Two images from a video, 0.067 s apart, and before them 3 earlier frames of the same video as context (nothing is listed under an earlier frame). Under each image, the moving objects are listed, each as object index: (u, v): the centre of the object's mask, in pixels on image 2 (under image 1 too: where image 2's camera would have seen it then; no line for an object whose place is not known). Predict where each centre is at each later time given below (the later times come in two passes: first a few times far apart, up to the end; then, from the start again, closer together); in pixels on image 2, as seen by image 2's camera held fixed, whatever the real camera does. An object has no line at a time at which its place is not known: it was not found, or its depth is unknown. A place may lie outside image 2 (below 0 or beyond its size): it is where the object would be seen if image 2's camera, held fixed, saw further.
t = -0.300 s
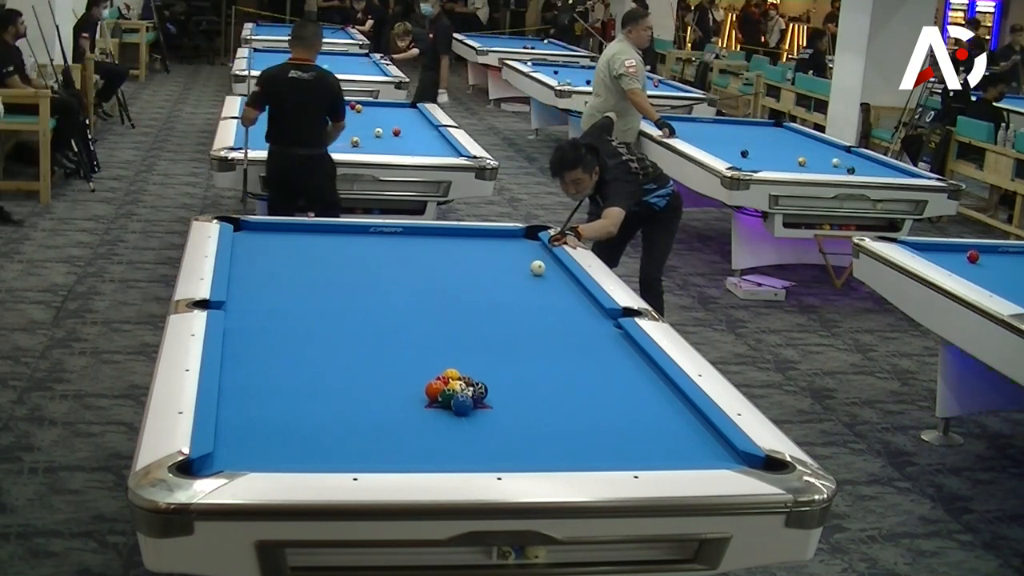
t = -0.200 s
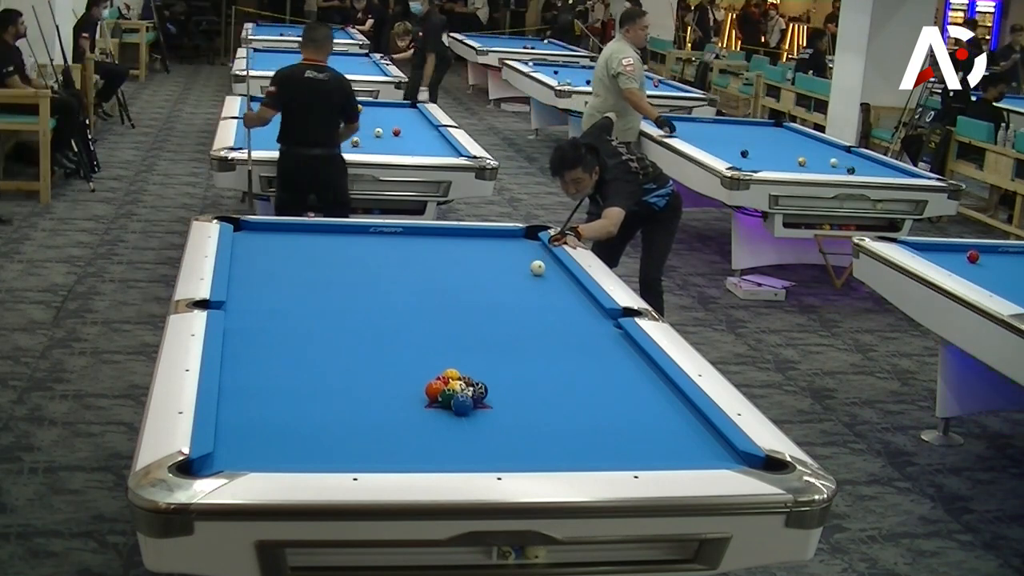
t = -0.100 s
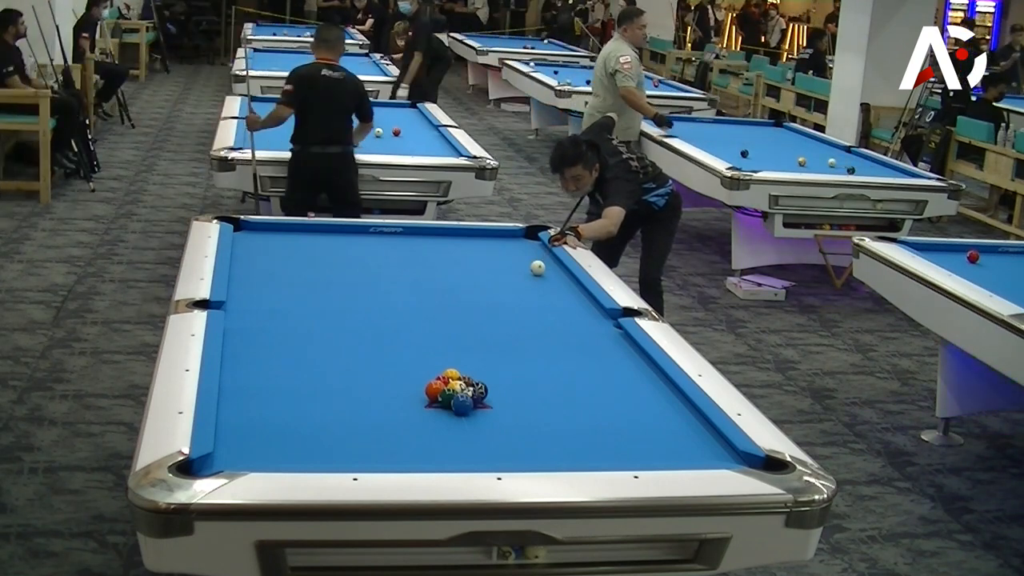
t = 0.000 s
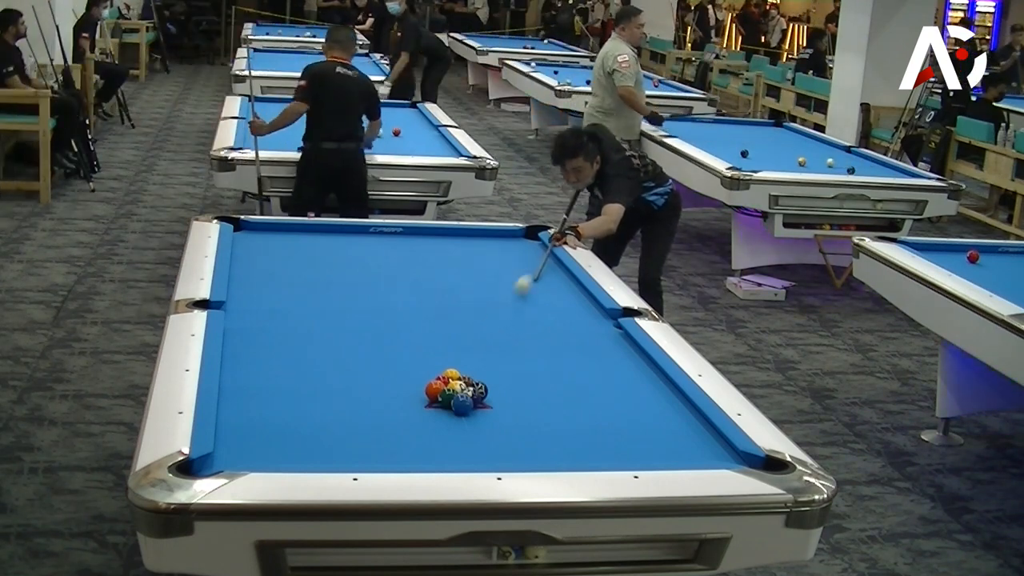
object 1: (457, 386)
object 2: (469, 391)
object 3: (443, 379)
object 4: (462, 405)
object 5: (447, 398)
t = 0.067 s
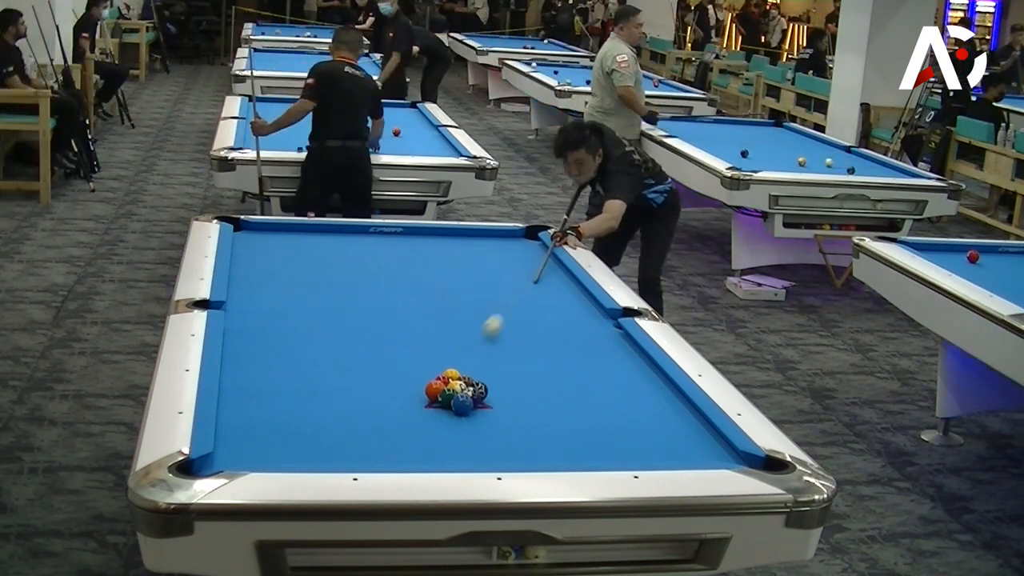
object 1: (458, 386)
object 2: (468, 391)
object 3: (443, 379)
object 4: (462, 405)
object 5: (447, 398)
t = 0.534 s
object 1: (465, 395)
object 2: (573, 404)
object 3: (265, 370)
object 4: (582, 459)
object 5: (444, 427)
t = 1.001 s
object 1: (471, 397)
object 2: (631, 351)
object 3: (301, 356)
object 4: (620, 443)
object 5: (438, 457)
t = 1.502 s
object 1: (472, 397)
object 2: (564, 320)
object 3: (380, 344)
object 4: (652, 423)
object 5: (423, 452)
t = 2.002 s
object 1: (472, 397)
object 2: (508, 294)
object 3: (447, 333)
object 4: (679, 407)
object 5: (410, 437)
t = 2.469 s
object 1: (472, 397)
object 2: (465, 274)
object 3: (500, 324)
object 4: (665, 398)
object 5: (400, 427)
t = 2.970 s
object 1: (472, 397)
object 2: (425, 256)
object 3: (549, 316)
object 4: (645, 391)
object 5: (392, 419)
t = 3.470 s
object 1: (472, 397)
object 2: (392, 241)
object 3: (589, 309)
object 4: (632, 386)
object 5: (389, 414)
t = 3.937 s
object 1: (473, 397)
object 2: (366, 230)
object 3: (579, 305)
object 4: (626, 384)
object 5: (390, 413)
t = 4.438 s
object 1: (473, 397)
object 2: (358, 235)
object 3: (562, 302)
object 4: (625, 383)
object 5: (390, 413)
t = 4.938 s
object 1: (472, 397)
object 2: (350, 238)
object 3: (550, 300)
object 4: (625, 383)
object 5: (390, 413)
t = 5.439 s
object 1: (472, 397)
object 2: (344, 242)
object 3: (544, 300)
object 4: (625, 383)
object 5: (390, 413)
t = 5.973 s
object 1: (473, 397)
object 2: (340, 244)
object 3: (543, 300)
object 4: (625, 383)
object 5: (390, 413)
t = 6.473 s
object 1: (473, 397)
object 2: (338, 245)
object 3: (543, 300)
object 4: (625, 383)
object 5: (390, 413)
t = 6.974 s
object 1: (472, 397)
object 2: (339, 245)
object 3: (544, 299)
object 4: (625, 383)
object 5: (390, 413)
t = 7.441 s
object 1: (473, 397)
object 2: (339, 245)
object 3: (544, 300)
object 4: (625, 383)
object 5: (390, 413)
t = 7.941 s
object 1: (473, 397)
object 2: (339, 245)
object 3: (544, 300)
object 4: (625, 383)
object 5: (390, 413)
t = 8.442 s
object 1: (473, 397)
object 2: (339, 245)
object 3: (544, 299)
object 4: (625, 383)
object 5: (390, 413)
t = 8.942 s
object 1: (473, 397)
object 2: (339, 245)
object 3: (544, 299)
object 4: (625, 383)
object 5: (390, 413)
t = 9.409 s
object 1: (473, 397)
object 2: (339, 245)
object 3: (544, 300)
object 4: (625, 383)
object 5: (390, 413)
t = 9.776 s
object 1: (473, 397)
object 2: (339, 245)
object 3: (544, 299)
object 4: (625, 383)
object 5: (390, 413)
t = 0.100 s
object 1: (458, 386)
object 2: (469, 391)
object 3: (443, 379)
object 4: (462, 405)
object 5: (446, 398)
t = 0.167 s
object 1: (459, 390)
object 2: (481, 402)
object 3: (422, 384)
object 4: (483, 419)
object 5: (449, 402)
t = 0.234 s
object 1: (460, 391)
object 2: (507, 416)
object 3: (387, 381)
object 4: (521, 446)
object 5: (448, 407)
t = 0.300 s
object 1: (461, 392)
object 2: (530, 427)
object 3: (356, 378)
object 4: (556, 458)
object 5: (445, 412)
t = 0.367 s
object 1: (462, 393)
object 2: (548, 432)
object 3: (328, 376)
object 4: (556, 447)
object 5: (444, 416)
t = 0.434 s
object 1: (463, 394)
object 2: (560, 423)
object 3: (303, 374)
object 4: (567, 453)
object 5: (445, 420)
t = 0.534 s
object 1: (465, 395)
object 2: (573, 404)
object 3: (265, 370)
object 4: (582, 459)
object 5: (444, 427)
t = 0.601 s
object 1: (467, 395)
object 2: (582, 394)
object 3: (241, 368)
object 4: (587, 457)
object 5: (443, 432)
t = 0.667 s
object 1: (468, 396)
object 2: (590, 384)
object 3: (236, 366)
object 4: (594, 455)
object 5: (441, 438)
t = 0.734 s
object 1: (469, 396)
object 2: (599, 376)
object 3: (252, 363)
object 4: (599, 453)
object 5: (441, 441)
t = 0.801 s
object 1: (470, 396)
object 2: (608, 370)
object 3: (266, 362)
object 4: (604, 451)
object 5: (441, 446)
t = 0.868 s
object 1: (470, 396)
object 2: (616, 364)
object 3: (278, 360)
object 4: (610, 449)
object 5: (440, 451)
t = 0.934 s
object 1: (471, 396)
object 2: (624, 358)
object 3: (289, 358)
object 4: (615, 446)
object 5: (439, 454)
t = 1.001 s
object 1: (471, 397)
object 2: (631, 351)
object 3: (301, 356)
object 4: (620, 443)
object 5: (438, 457)
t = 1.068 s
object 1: (472, 397)
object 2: (624, 346)
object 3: (312, 355)
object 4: (624, 440)
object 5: (435, 459)
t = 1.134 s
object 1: (472, 397)
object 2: (613, 342)
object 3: (323, 353)
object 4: (629, 437)
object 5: (433, 459)
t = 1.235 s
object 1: (472, 397)
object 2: (599, 336)
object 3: (340, 350)
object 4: (636, 433)
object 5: (431, 457)
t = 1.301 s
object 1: (473, 397)
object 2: (590, 331)
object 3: (350, 348)
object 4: (640, 430)
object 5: (429, 455)
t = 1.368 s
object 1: (472, 397)
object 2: (581, 327)
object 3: (360, 347)
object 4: (644, 428)
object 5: (427, 454)
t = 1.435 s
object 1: (472, 397)
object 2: (573, 323)
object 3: (370, 345)
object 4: (648, 425)
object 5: (425, 453)
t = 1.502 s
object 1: (472, 397)
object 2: (564, 320)
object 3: (380, 344)
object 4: (652, 423)
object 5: (423, 452)
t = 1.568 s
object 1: (472, 397)
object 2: (557, 316)
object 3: (390, 342)
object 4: (656, 420)
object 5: (421, 450)
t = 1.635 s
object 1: (472, 397)
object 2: (549, 312)
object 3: (399, 341)
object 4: (660, 418)
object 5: (419, 447)
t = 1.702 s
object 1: (472, 397)
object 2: (541, 309)
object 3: (408, 339)
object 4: (663, 417)
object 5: (417, 444)
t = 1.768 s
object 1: (472, 397)
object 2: (533, 305)
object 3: (417, 338)
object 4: (666, 414)
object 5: (414, 442)
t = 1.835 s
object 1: (472, 397)
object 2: (526, 302)
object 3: (426, 336)
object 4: (670, 413)
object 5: (412, 441)
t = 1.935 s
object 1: (472, 397)
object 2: (515, 297)
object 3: (439, 334)
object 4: (675, 410)
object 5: (410, 439)
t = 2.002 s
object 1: (472, 397)
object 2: (508, 294)
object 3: (447, 333)
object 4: (679, 407)
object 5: (410, 437)
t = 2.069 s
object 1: (472, 397)
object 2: (502, 291)
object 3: (455, 331)
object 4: (681, 405)
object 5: (407, 435)
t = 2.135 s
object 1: (472, 397)
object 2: (495, 288)
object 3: (463, 330)
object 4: (681, 403)
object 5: (406, 433)
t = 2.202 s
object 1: (472, 397)
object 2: (489, 285)
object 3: (471, 329)
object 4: (678, 402)
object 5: (405, 431)
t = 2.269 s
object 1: (472, 397)
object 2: (482, 282)
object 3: (478, 328)
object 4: (675, 401)
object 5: (403, 429)
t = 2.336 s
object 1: (472, 397)
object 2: (476, 279)
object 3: (486, 326)
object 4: (671, 400)
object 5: (402, 428)
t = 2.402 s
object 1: (472, 397)
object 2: (470, 276)
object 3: (493, 325)
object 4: (668, 399)
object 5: (400, 426)
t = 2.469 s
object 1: (472, 397)
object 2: (465, 274)
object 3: (500, 324)
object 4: (665, 398)
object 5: (400, 427)
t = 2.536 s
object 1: (472, 397)
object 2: (459, 271)
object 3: (508, 323)
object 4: (662, 397)
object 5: (397, 428)
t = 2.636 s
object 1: (472, 397)
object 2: (451, 267)
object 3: (518, 322)
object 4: (658, 395)
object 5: (397, 425)
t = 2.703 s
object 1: (472, 397)
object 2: (446, 265)
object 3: (524, 320)
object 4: (655, 395)
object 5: (395, 424)
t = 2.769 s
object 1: (472, 397)
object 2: (440, 263)
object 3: (531, 319)
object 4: (652, 394)
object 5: (395, 423)
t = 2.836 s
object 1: (472, 397)
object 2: (435, 261)
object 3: (537, 318)
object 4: (650, 393)
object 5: (394, 421)
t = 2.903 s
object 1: (472, 397)
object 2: (430, 258)
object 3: (543, 317)
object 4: (648, 392)
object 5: (393, 420)
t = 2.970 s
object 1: (472, 397)
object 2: (425, 256)
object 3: (549, 316)
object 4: (645, 391)
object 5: (392, 419)
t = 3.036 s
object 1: (472, 397)
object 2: (421, 254)
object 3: (555, 315)
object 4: (643, 390)
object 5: (392, 418)
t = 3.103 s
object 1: (472, 397)
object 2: (416, 252)
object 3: (561, 314)
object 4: (641, 390)
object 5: (391, 417)
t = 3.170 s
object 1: (472, 397)
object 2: (411, 250)
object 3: (566, 313)
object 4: (639, 389)
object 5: (391, 416)
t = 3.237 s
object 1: (472, 397)
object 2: (407, 247)
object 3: (571, 313)
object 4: (637, 388)
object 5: (391, 416)
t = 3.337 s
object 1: (472, 397)
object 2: (401, 245)
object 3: (579, 311)
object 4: (635, 388)
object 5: (390, 415)
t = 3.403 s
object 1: (472, 397)
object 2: (396, 242)
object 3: (584, 310)
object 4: (634, 387)
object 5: (390, 414)
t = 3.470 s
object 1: (472, 397)
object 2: (392, 241)
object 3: (589, 309)
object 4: (632, 386)
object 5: (389, 414)
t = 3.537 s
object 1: (472, 397)
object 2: (388, 238)
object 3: (594, 308)
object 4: (631, 386)
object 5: (389, 414)
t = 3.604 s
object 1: (472, 397)
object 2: (384, 238)
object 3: (593, 308)
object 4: (630, 385)
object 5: (389, 414)
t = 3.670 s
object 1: (472, 397)
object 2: (380, 236)
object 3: (590, 307)
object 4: (629, 385)
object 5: (389, 413)
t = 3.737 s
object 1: (472, 397)
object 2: (376, 233)
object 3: (587, 306)
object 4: (628, 385)
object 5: (389, 413)
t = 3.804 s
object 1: (472, 397)
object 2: (372, 232)
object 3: (585, 306)
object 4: (627, 384)
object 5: (389, 413)
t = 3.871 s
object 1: (472, 397)
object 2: (369, 230)
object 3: (582, 306)
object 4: (626, 384)
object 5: (390, 413)
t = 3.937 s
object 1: (473, 397)
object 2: (366, 230)
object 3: (579, 305)
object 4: (626, 384)
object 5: (390, 413)
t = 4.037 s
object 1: (472, 397)
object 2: (364, 231)
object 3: (575, 305)
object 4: (625, 383)
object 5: (390, 413)
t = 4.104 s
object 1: (473, 397)
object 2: (363, 233)
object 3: (573, 304)
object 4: (625, 383)
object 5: (390, 413)
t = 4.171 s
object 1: (473, 397)
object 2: (362, 233)
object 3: (570, 304)
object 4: (625, 383)
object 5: (390, 413)
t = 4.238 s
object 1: (473, 397)
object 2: (361, 233)
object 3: (568, 303)
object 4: (625, 383)
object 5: (390, 413)
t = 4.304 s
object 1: (473, 397)
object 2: (360, 233)
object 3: (566, 303)
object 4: (625, 383)
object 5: (390, 413)
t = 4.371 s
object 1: (473, 397)
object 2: (359, 234)
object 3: (564, 303)
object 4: (625, 383)
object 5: (390, 413)
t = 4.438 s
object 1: (473, 397)
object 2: (358, 235)
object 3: (562, 302)
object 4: (625, 383)
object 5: (390, 413)
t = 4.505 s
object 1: (473, 397)
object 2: (357, 235)
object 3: (560, 302)
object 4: (625, 383)
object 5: (390, 413)
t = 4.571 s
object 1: (473, 397)
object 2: (356, 236)
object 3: (558, 302)
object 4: (625, 383)
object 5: (390, 413)
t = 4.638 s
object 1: (473, 397)
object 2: (354, 236)
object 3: (556, 301)
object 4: (625, 383)
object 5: (390, 413)
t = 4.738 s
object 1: (473, 397)
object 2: (353, 237)
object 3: (554, 301)
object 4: (625, 383)
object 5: (390, 413)
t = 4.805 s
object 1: (473, 397)
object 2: (352, 237)
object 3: (553, 301)
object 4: (625, 383)
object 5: (390, 413)
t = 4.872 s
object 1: (473, 397)
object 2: (351, 238)
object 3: (552, 300)
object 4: (625, 383)
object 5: (390, 413)
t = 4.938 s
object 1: (472, 397)
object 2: (350, 238)
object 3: (550, 300)
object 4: (625, 383)
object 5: (390, 413)
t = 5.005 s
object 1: (472, 397)
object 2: (349, 239)
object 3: (549, 300)
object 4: (625, 383)
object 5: (390, 413)
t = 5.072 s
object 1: (473, 397)
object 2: (348, 239)
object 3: (548, 300)
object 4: (625, 383)
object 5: (390, 413)
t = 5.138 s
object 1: (473, 397)
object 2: (348, 240)
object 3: (547, 300)
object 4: (625, 383)
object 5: (390, 413)
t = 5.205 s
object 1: (473, 397)
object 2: (347, 240)
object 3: (547, 300)
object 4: (625, 383)
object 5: (390, 413)
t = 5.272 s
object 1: (472, 397)
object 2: (346, 241)
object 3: (546, 300)
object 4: (625, 383)
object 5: (390, 413)
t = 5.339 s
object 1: (472, 397)
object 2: (345, 241)
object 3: (545, 300)
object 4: (625, 383)
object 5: (390, 413)
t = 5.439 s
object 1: (472, 397)
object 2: (344, 242)
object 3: (544, 300)
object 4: (625, 383)
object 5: (390, 413)
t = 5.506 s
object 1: (473, 397)
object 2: (344, 242)
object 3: (544, 299)
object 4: (625, 383)
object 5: (390, 413)
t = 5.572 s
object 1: (473, 397)
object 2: (343, 242)
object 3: (544, 299)
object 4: (625, 383)
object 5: (390, 413)
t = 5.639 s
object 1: (472, 397)
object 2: (343, 243)
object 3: (544, 299)
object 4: (625, 383)
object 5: (390, 413)
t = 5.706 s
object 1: (473, 397)
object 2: (342, 243)
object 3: (543, 300)
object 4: (625, 383)
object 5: (390, 413)
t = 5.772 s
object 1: (473, 397)
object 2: (342, 244)
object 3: (544, 299)
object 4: (625, 383)
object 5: (390, 413)
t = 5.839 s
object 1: (472, 397)
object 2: (341, 244)
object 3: (543, 300)
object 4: (625, 383)
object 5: (390, 413)
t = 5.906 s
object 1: (472, 397)
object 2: (341, 244)
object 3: (544, 299)
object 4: (625, 383)
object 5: (390, 413)
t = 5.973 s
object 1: (473, 397)
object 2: (340, 244)
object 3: (543, 300)
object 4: (625, 383)
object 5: (390, 413)
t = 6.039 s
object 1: (472, 397)
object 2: (340, 244)
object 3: (544, 299)
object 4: (625, 383)
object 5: (390, 413)
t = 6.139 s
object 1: (473, 397)
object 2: (339, 245)
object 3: (543, 300)
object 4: (625, 383)
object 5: (390, 413)
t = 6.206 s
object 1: (473, 397)
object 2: (339, 245)
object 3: (543, 300)
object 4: (625, 383)
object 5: (390, 413)
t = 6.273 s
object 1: (473, 397)
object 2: (339, 245)
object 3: (543, 300)
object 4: (625, 383)
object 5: (390, 413)
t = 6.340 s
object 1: (473, 397)
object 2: (339, 245)
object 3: (544, 299)
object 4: (625, 383)
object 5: (390, 413)
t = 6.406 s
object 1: (473, 397)
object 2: (339, 245)
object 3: (544, 299)
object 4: (625, 383)
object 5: (390, 413)
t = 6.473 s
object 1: (473, 397)
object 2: (338, 245)
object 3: (543, 300)
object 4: (625, 383)
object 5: (390, 413)
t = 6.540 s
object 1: (473, 397)
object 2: (338, 245)
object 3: (543, 300)
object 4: (625, 383)
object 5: (390, 413)
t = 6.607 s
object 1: (473, 397)
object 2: (338, 245)
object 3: (543, 299)
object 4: (625, 383)
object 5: (390, 413)
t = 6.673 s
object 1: (473, 397)
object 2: (339, 245)
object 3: (543, 300)
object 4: (625, 383)
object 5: (390, 413)
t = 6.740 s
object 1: (473, 397)
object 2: (339, 245)
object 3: (543, 300)
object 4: (625, 383)
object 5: (390, 413)
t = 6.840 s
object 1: (472, 397)
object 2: (339, 245)
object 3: (543, 300)
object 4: (625, 383)
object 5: (390, 413)
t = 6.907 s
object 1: (472, 397)
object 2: (339, 245)
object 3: (543, 299)
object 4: (625, 383)
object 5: (390, 413)
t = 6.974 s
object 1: (472, 397)
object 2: (339, 245)
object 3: (544, 299)
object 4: (625, 383)
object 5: (390, 413)
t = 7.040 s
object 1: (472, 397)
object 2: (339, 245)
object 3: (544, 299)
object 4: (625, 383)
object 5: (390, 413)
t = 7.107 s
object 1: (472, 397)
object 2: (339, 245)
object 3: (543, 300)
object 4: (625, 383)
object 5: (390, 413)
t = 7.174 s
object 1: (473, 397)
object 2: (339, 245)
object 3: (544, 299)
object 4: (625, 383)
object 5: (390, 413)
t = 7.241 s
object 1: (473, 397)
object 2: (339, 245)
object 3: (544, 299)
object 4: (625, 383)
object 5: (390, 413)
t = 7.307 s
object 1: (473, 397)
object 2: (339, 245)
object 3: (544, 299)
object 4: (625, 383)
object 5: (390, 413)
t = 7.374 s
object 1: (473, 397)
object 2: (339, 245)
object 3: (544, 299)
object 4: (625, 383)
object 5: (390, 413)
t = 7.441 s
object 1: (473, 397)
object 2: (339, 245)
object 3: (544, 300)
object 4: (625, 383)
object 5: (390, 413)
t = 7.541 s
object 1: (473, 397)
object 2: (339, 245)
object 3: (544, 300)
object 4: (625, 383)
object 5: (390, 413)
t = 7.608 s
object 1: (473, 397)
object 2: (339, 245)
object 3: (544, 300)
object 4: (625, 383)
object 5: (390, 413)
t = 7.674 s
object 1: (473, 397)
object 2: (339, 245)
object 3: (544, 300)
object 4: (625, 383)
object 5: (390, 413)
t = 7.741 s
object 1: (473, 397)
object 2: (339, 245)
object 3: (544, 299)
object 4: (625, 383)
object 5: (390, 413)
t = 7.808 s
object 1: (473, 397)
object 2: (339, 245)
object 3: (544, 300)
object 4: (625, 383)
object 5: (390, 413)
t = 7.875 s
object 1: (473, 397)
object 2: (339, 245)
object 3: (544, 300)
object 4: (625, 383)
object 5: (390, 413)
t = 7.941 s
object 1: (473, 397)
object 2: (339, 245)
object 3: (544, 300)
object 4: (625, 383)
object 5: (390, 413)
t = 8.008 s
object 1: (473, 397)
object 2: (339, 245)
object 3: (544, 300)
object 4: (625, 383)
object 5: (390, 413)
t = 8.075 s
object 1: (473, 397)
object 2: (339, 245)
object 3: (544, 300)
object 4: (625, 383)
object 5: (390, 413)
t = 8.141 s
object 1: (473, 397)
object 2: (339, 245)
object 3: (544, 300)
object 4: (625, 383)
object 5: (390, 413)
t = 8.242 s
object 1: (473, 397)
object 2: (339, 245)
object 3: (544, 300)
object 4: (625, 383)
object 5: (390, 413)
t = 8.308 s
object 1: (473, 397)
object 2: (339, 245)
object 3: (544, 300)
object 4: (625, 383)
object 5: (390, 413)
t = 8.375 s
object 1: (473, 397)
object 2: (339, 245)
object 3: (544, 299)
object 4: (625, 383)
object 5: (390, 413)
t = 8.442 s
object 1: (473, 397)
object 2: (339, 245)
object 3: (544, 299)
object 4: (625, 383)
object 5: (390, 413)
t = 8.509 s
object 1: (473, 397)
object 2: (339, 245)
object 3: (544, 299)
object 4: (625, 383)
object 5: (390, 413)
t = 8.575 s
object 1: (473, 397)
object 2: (339, 245)
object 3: (544, 299)
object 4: (625, 383)
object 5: (390, 413)
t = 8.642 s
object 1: (473, 397)
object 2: (339, 245)
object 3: (544, 299)
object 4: (625, 383)
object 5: (390, 413)
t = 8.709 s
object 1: (473, 397)
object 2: (339, 245)
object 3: (544, 299)
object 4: (625, 383)
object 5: (390, 413)
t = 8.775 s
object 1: (473, 397)
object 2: (339, 245)
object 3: (544, 299)
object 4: (625, 383)
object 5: (390, 413)
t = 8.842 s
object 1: (473, 397)
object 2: (339, 245)
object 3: (544, 299)
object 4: (625, 383)
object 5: (390, 413)
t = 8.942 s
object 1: (473, 397)
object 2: (339, 245)
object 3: (544, 299)
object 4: (625, 383)
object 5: (390, 413)
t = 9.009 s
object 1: (473, 397)
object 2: (339, 245)
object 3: (544, 299)
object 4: (625, 383)
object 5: (390, 413)
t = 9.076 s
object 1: (473, 397)
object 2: (339, 245)
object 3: (544, 299)
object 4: (625, 383)
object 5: (390, 413)
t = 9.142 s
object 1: (472, 397)
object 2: (339, 245)
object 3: (544, 299)
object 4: (625, 383)
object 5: (390, 413)
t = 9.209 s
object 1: (473, 397)
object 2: (339, 245)
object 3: (544, 299)
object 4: (625, 383)
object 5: (390, 413)
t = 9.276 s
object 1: (473, 397)
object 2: (339, 245)
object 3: (544, 299)
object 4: (625, 383)
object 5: (390, 413)
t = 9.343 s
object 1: (473, 397)
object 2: (339, 245)
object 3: (544, 299)
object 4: (625, 383)
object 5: (390, 413)
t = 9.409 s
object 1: (473, 397)
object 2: (339, 245)
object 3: (544, 300)
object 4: (625, 383)
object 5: (390, 413)
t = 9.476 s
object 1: (473, 397)
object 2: (339, 245)
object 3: (544, 300)
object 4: (625, 383)
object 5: (390, 413)
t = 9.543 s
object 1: (473, 397)
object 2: (339, 245)
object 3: (544, 299)
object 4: (625, 383)
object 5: (390, 413)
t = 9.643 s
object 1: (473, 397)
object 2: (339, 245)
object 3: (544, 299)
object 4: (625, 383)
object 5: (390, 413)
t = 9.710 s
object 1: (473, 397)
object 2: (339, 245)
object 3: (544, 299)
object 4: (625, 383)
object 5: (390, 413)
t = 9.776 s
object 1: (473, 397)
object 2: (339, 245)
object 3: (544, 299)
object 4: (625, 383)
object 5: (390, 413)
